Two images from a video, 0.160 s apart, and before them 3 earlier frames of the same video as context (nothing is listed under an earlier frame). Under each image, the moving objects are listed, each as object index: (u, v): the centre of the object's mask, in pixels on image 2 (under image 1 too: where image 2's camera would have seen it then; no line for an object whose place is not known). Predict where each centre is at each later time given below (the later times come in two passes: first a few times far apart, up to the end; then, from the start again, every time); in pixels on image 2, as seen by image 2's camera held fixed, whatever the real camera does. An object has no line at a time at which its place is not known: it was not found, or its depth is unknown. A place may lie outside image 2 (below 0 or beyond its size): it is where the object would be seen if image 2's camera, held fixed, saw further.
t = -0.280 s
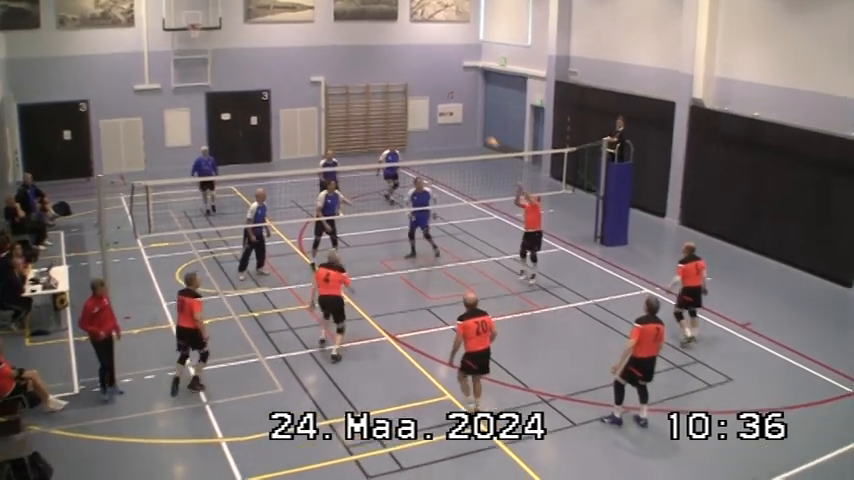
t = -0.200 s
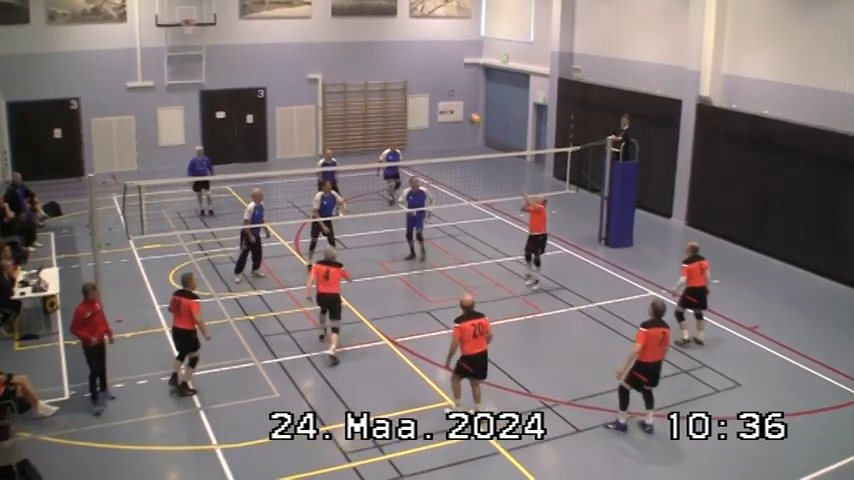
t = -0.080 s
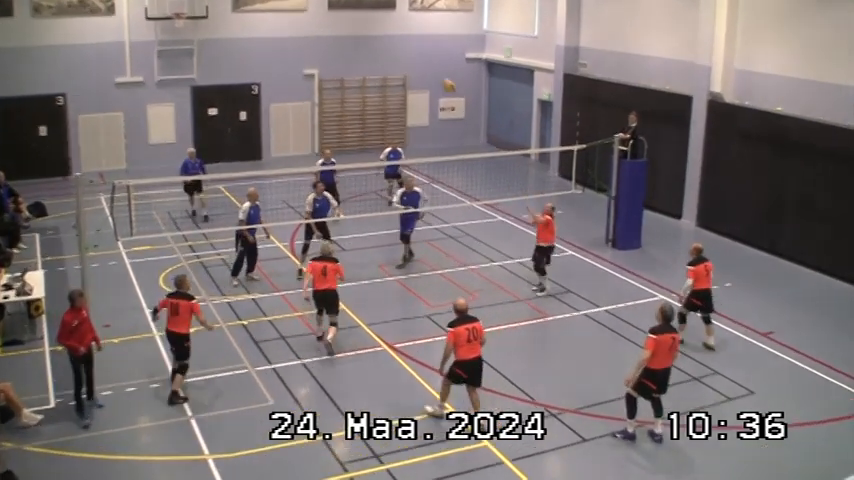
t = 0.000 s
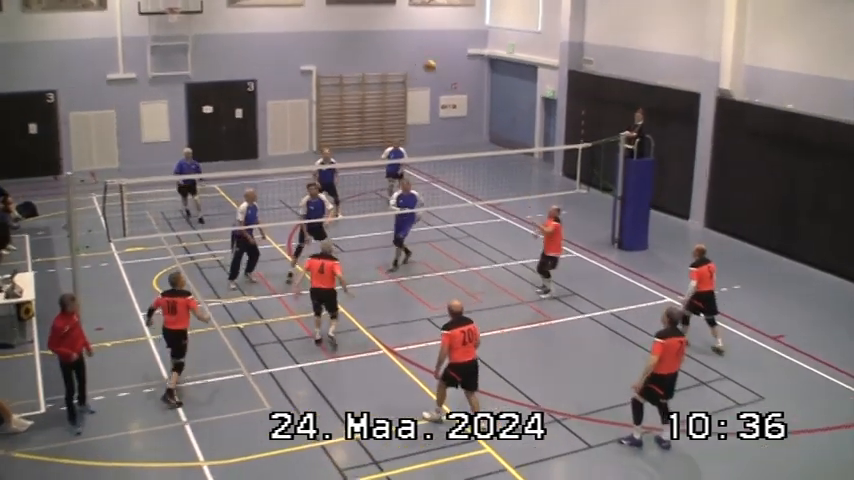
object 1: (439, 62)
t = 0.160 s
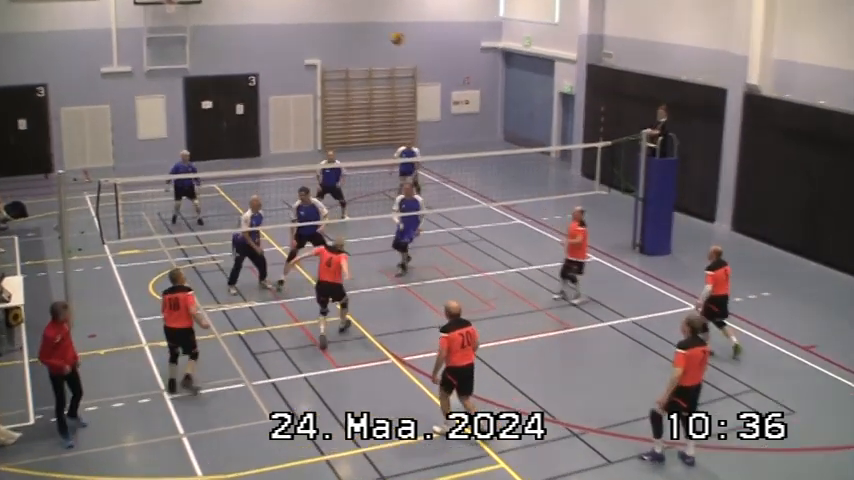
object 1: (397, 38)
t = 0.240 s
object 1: (376, 32)
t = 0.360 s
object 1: (342, 29)
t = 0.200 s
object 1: (387, 33)
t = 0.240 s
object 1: (376, 32)
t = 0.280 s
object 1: (365, 29)
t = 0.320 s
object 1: (354, 28)
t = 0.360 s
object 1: (342, 29)
